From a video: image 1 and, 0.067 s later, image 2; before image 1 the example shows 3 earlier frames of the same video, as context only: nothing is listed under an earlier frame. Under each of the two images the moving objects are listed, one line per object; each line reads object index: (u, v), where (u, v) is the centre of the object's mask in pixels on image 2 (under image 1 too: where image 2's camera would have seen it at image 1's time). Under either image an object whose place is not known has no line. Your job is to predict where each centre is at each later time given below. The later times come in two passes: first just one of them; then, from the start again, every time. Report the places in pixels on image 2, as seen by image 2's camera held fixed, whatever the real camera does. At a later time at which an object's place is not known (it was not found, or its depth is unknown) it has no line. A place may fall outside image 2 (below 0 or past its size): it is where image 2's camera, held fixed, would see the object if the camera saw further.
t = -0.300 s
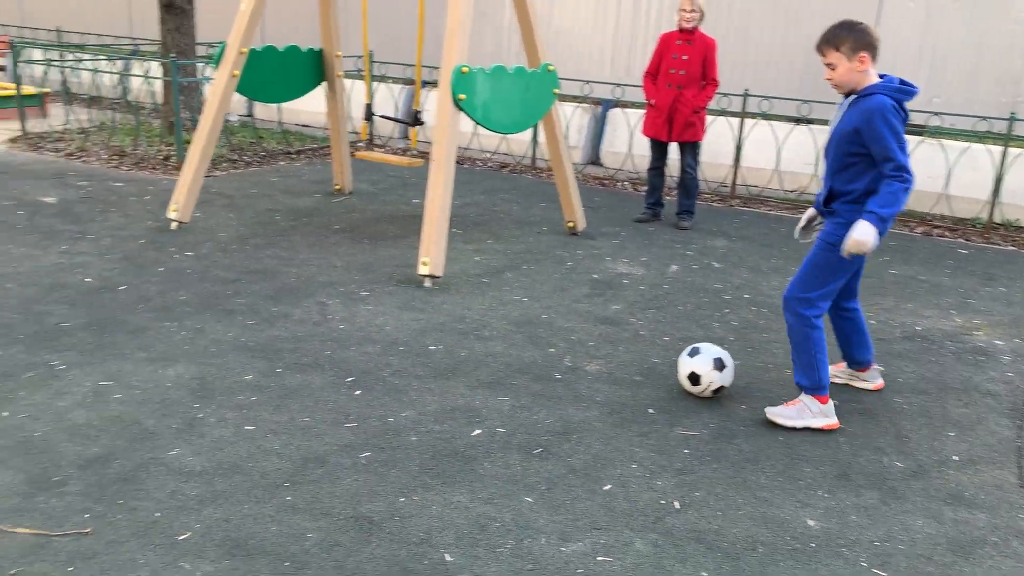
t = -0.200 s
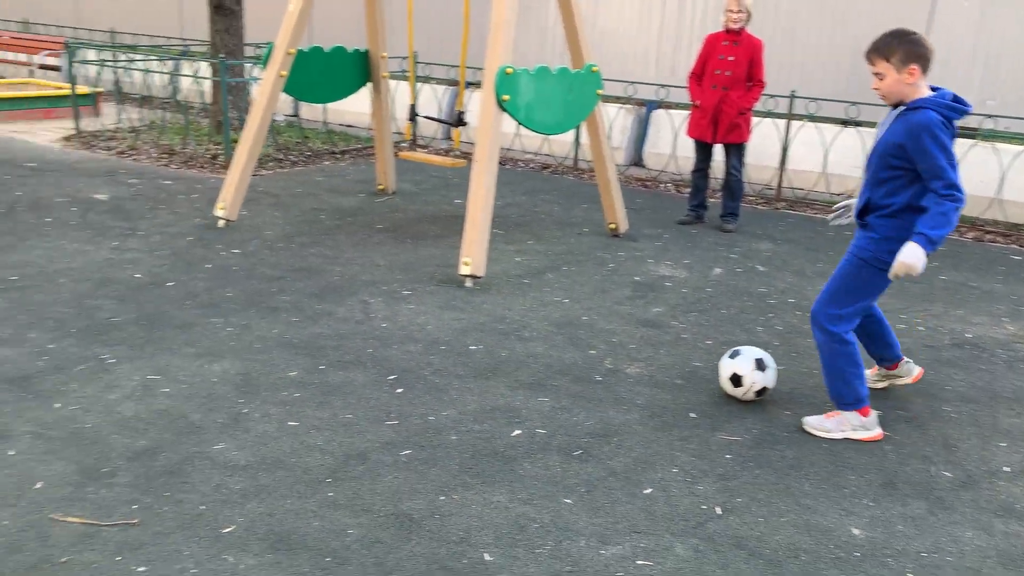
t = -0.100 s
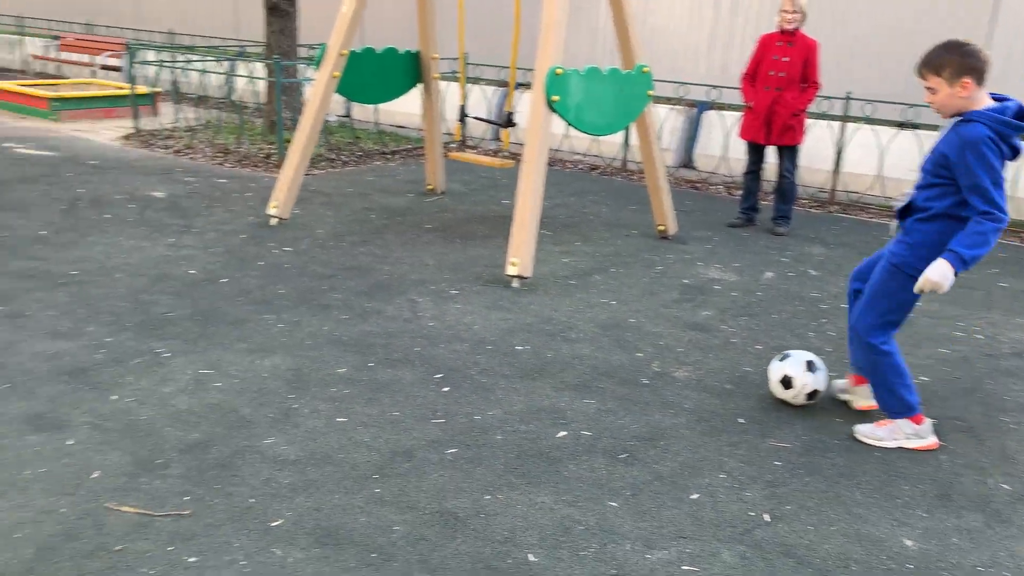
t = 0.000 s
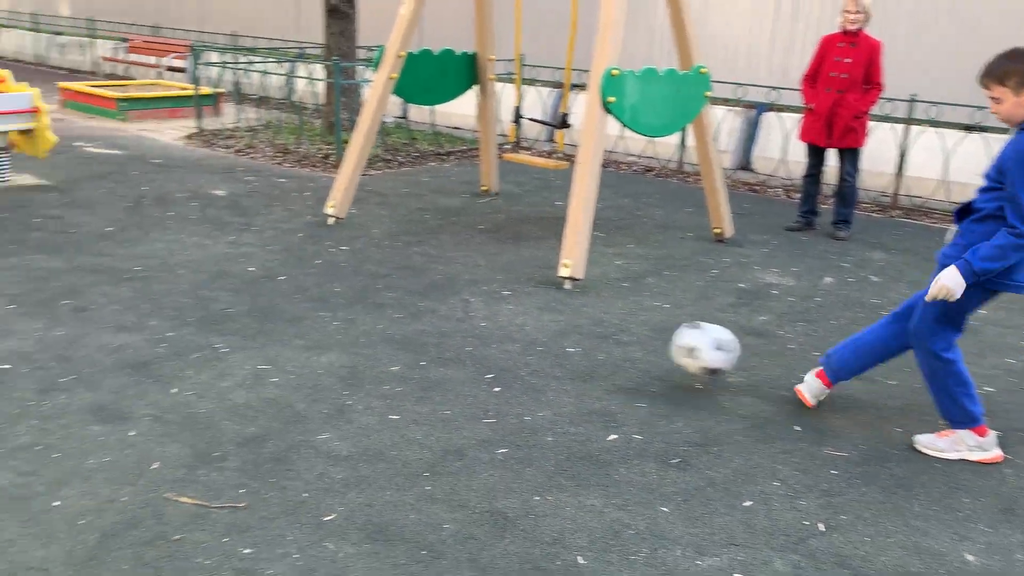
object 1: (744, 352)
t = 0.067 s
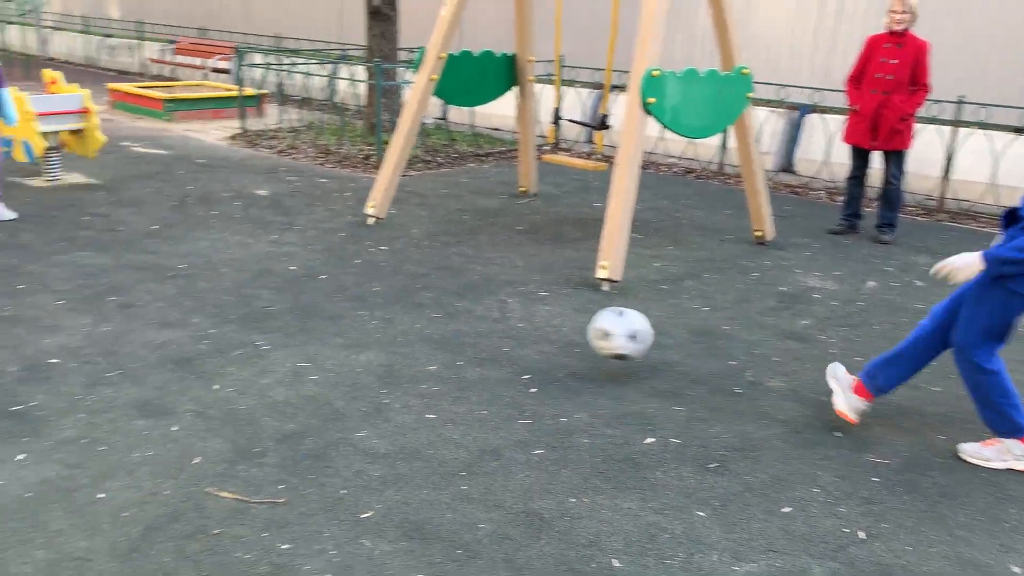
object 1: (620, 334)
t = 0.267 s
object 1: (330, 302)
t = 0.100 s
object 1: (562, 328)
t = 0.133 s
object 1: (506, 325)
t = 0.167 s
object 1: (452, 325)
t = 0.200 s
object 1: (406, 319)
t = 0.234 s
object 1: (367, 309)
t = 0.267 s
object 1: (330, 302)
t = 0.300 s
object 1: (293, 297)
